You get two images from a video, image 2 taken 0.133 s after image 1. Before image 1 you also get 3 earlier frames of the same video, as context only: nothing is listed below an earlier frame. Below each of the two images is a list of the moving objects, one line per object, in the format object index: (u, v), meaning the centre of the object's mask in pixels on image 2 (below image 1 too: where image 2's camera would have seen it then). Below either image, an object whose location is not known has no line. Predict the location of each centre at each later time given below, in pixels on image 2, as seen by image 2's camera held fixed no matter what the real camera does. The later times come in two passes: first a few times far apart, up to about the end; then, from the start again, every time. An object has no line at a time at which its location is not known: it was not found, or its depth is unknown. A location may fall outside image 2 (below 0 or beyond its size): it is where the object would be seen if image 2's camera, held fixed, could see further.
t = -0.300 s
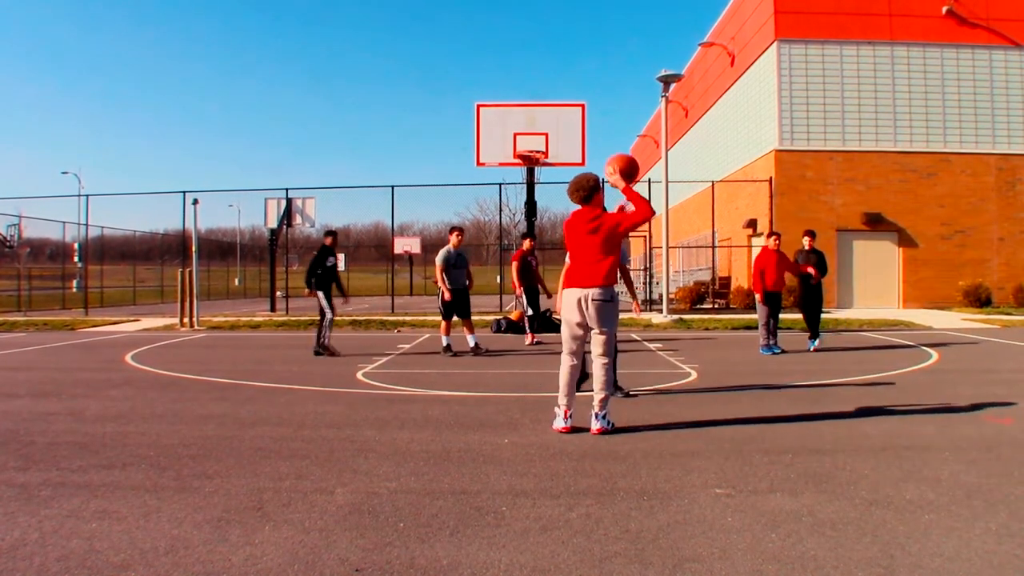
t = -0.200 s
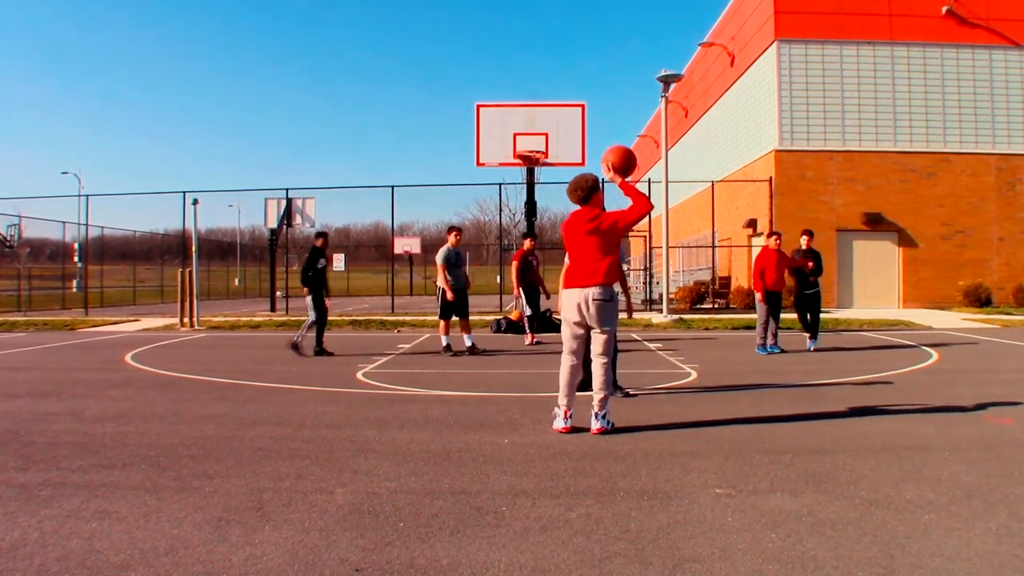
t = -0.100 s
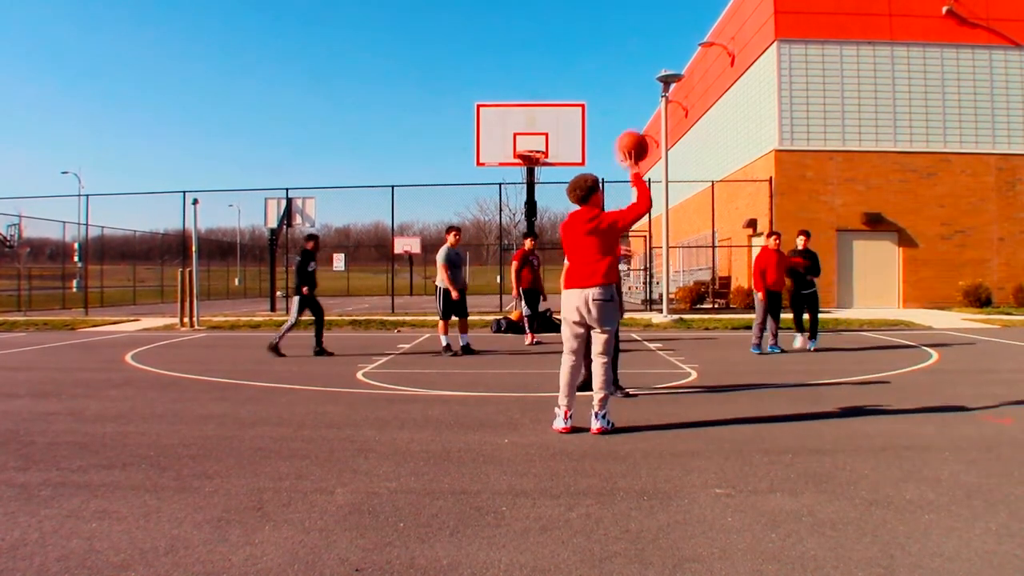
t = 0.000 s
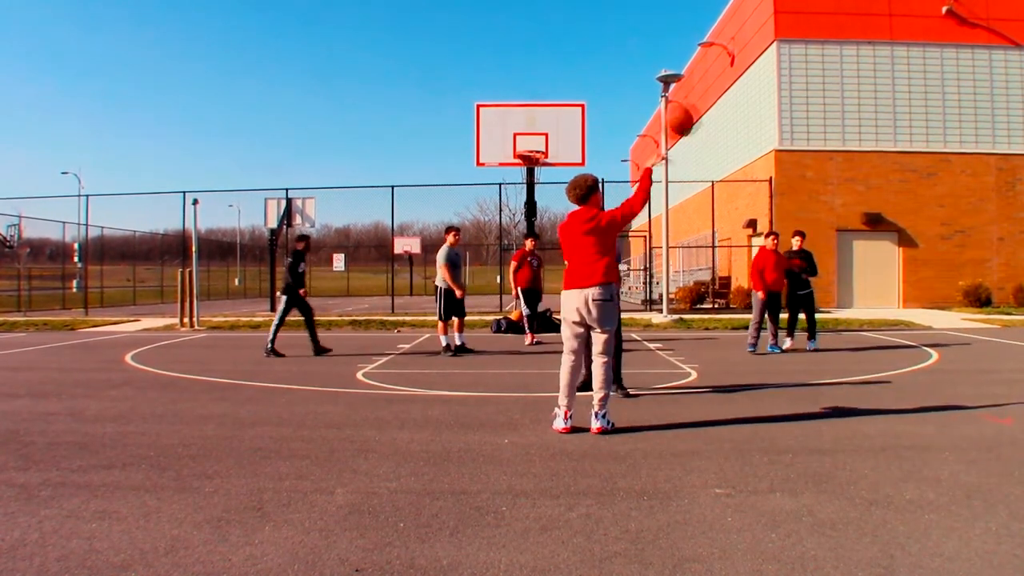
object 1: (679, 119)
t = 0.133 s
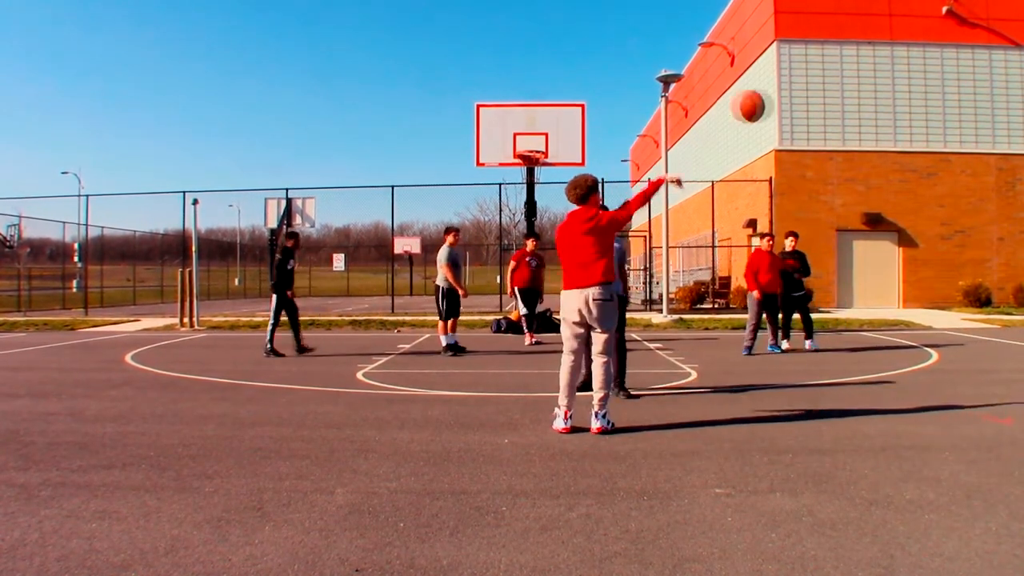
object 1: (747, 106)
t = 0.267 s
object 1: (819, 115)
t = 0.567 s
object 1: (969, 220)
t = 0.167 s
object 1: (766, 106)
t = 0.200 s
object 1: (784, 108)
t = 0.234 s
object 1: (802, 111)
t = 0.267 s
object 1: (819, 115)
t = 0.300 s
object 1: (836, 121)
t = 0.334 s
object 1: (853, 128)
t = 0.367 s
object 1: (870, 137)
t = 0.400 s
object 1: (887, 147)
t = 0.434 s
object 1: (903, 159)
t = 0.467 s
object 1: (920, 172)
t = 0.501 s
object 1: (937, 187)
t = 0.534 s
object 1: (953, 203)
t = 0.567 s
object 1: (969, 220)
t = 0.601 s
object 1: (986, 239)
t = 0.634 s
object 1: (1002, 258)
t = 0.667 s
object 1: (1015, 283)
